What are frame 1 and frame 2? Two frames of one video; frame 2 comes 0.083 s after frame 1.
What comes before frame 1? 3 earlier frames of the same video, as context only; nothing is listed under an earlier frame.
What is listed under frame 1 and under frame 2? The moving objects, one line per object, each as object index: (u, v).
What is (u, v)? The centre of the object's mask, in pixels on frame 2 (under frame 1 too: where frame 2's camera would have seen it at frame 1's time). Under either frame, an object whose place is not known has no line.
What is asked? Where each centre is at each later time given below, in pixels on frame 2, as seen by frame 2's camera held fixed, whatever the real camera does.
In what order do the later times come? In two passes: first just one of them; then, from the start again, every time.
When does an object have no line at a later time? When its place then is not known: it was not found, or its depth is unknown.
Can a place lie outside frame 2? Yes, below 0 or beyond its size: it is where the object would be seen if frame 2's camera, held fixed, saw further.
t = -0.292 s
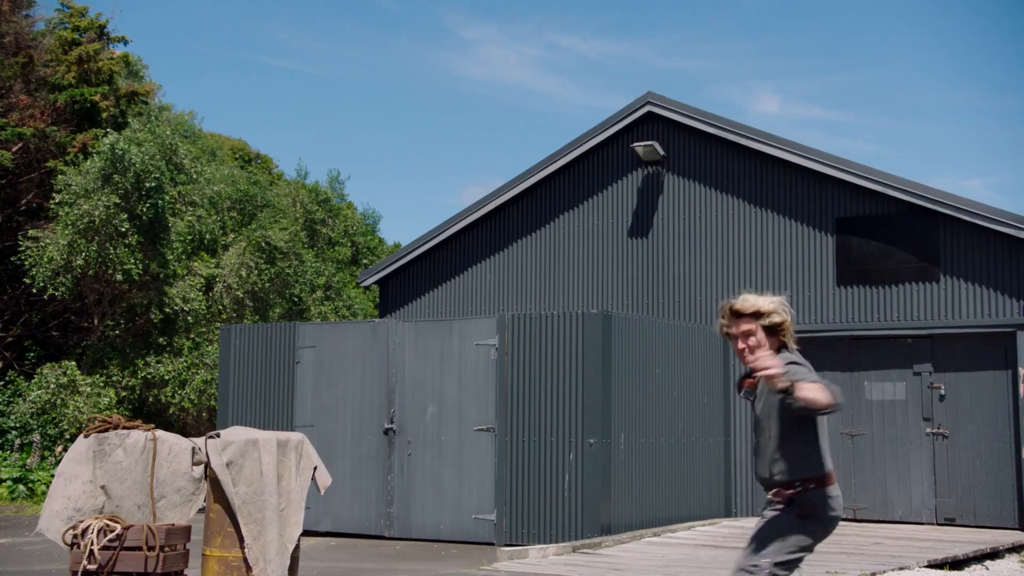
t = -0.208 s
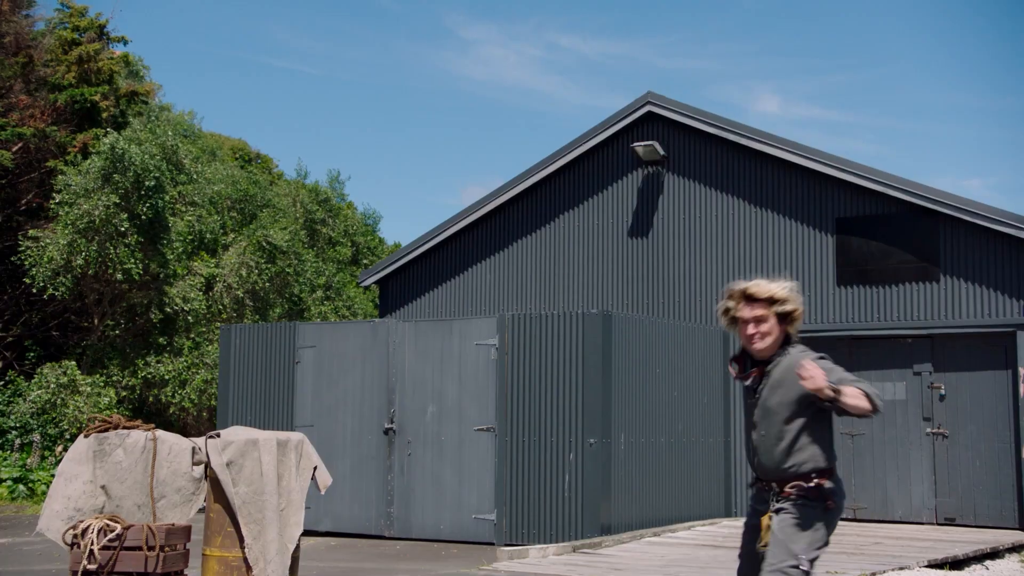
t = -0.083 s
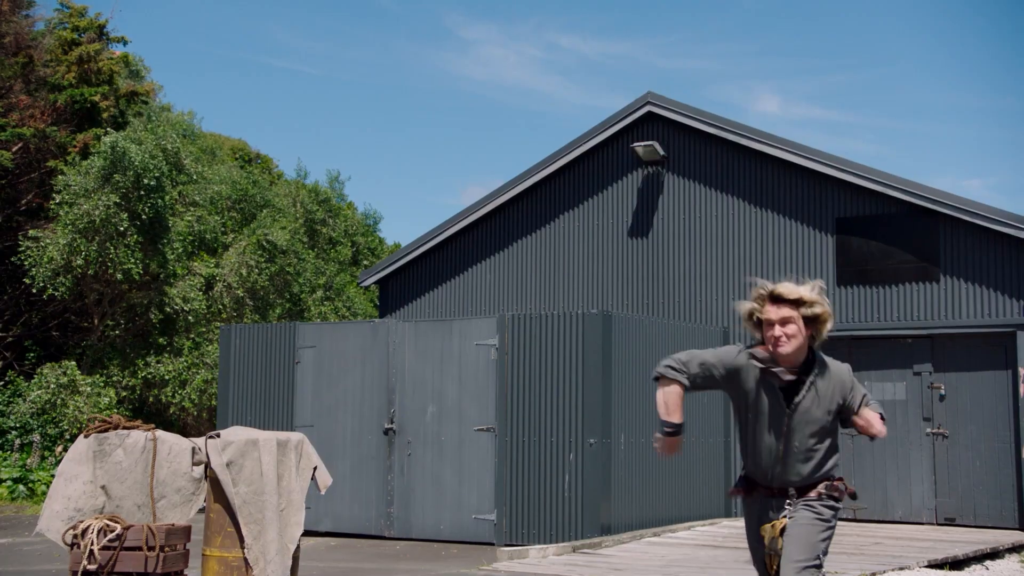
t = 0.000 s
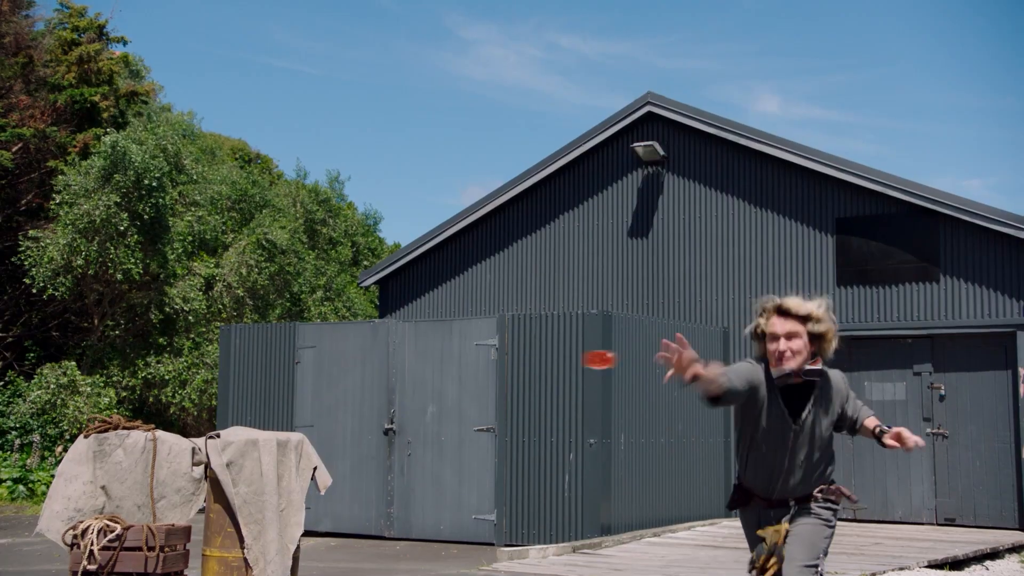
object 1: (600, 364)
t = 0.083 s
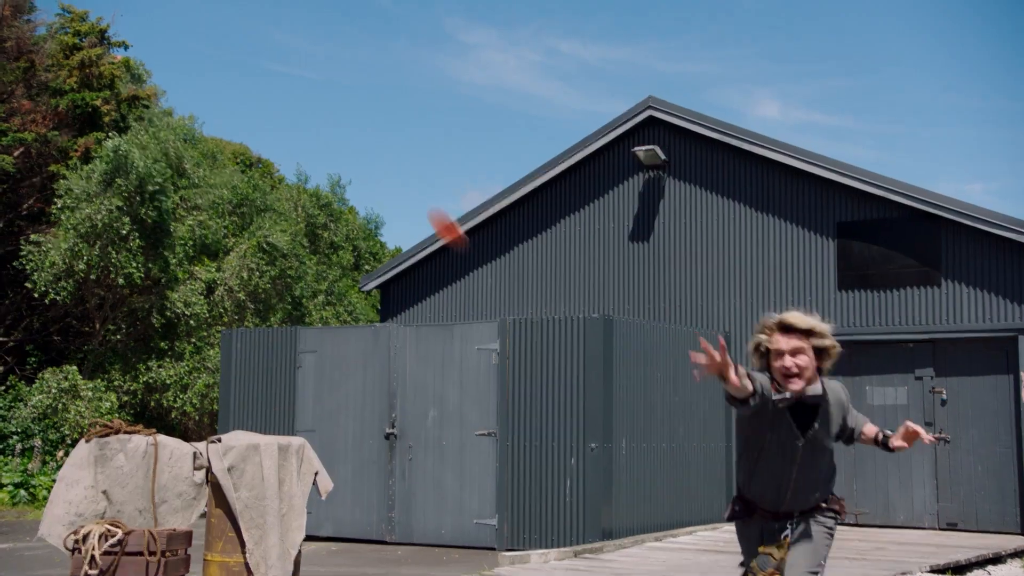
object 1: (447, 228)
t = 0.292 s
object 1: (210, 130)
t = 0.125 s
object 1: (388, 201)
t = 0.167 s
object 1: (329, 177)
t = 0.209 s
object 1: (289, 158)
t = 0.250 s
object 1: (257, 145)
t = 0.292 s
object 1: (210, 130)
